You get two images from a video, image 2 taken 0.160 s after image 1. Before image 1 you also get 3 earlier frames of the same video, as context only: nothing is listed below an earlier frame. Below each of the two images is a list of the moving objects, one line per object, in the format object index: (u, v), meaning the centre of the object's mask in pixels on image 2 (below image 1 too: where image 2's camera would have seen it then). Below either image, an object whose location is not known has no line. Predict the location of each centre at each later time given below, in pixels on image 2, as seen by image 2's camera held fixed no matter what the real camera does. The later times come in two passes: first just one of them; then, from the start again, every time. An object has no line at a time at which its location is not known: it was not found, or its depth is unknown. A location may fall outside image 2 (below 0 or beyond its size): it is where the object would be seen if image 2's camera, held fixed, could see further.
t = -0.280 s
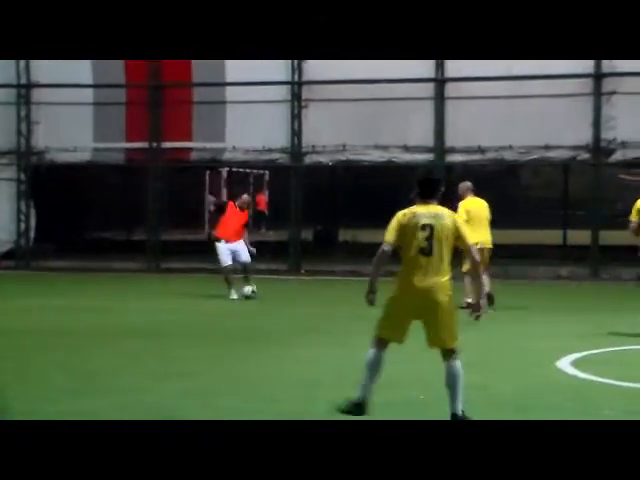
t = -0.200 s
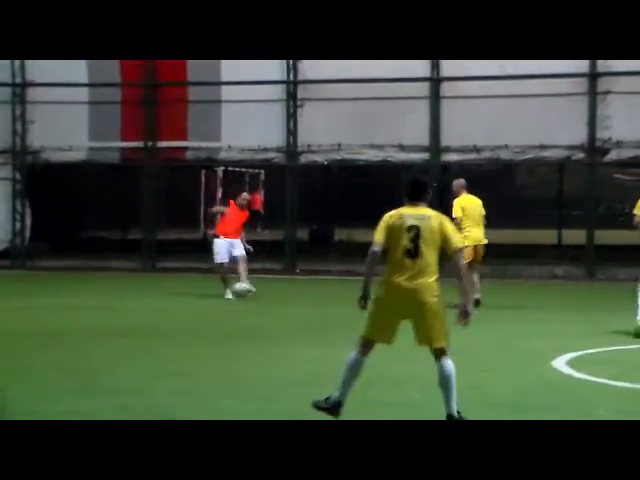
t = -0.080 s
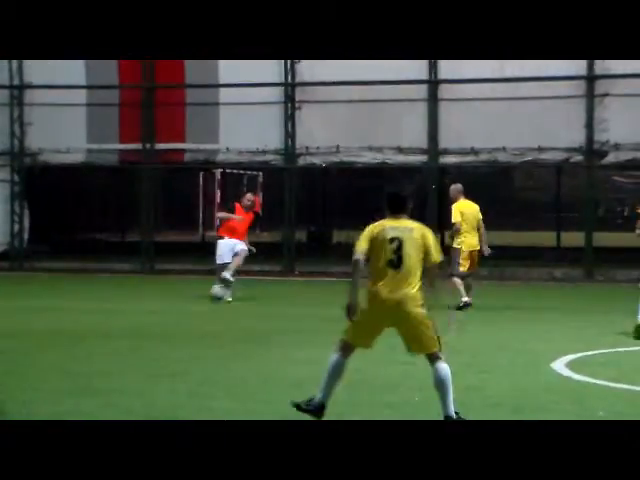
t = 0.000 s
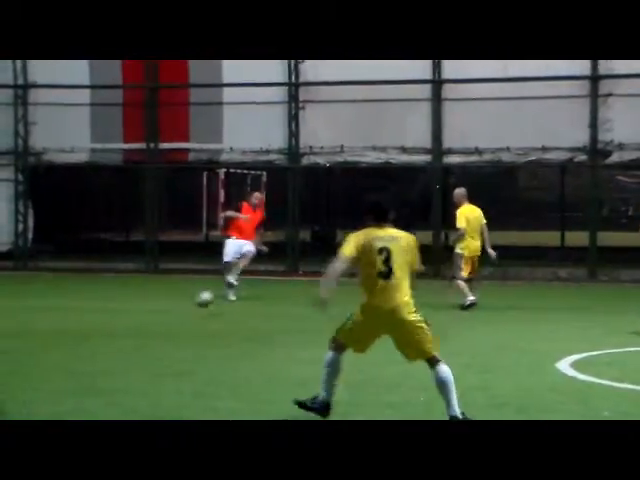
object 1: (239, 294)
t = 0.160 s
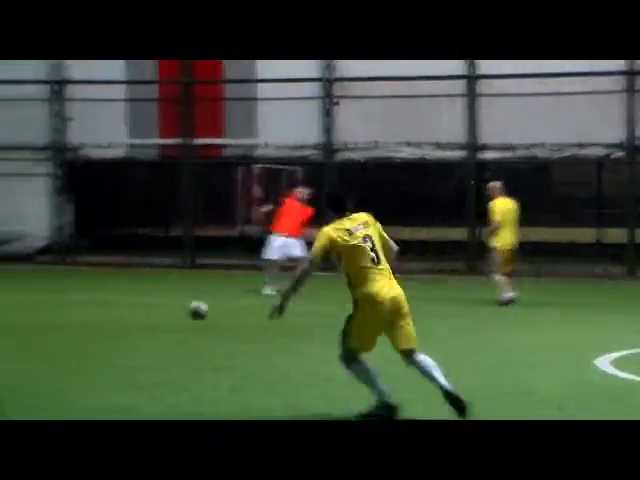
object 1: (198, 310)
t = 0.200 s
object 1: (187, 311)
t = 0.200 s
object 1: (187, 311)
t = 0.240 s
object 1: (174, 312)
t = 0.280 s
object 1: (162, 316)
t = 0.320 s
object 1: (151, 322)
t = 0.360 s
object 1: (141, 331)
